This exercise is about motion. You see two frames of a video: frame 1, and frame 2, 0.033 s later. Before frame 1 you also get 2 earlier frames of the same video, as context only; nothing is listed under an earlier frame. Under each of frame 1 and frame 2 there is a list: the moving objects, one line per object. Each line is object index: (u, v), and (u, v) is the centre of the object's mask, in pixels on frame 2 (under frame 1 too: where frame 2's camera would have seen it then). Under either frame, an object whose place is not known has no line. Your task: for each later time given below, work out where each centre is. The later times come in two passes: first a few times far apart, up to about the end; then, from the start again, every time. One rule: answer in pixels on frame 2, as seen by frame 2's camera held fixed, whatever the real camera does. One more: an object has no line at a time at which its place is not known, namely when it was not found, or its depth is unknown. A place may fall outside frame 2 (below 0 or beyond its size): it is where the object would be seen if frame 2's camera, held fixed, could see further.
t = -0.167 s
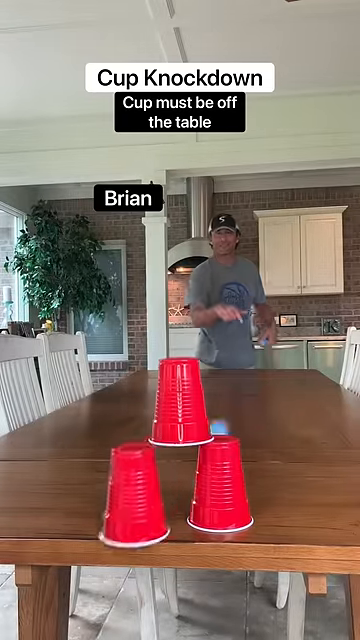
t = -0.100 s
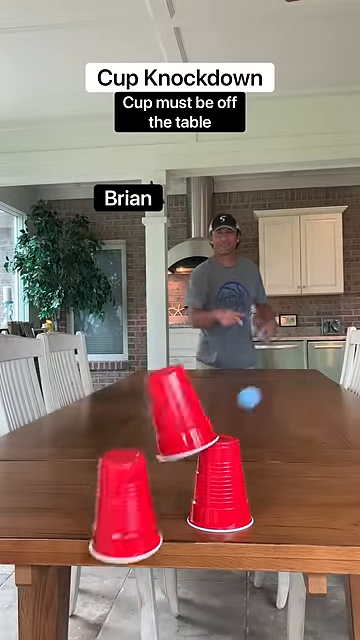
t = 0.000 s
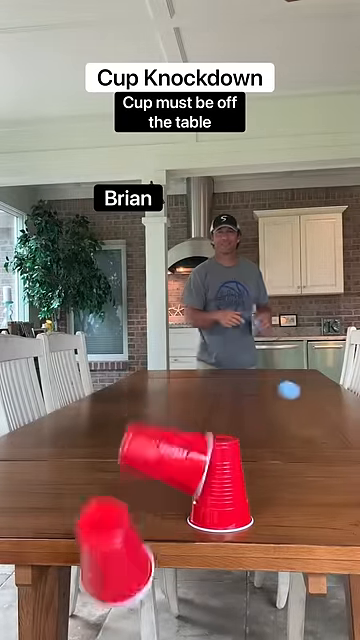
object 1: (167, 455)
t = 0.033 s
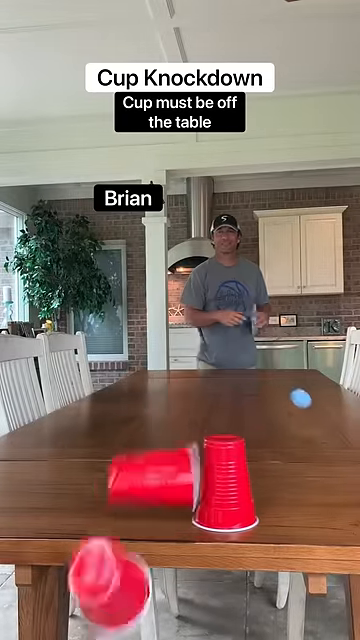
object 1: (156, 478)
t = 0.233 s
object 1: (117, 481)
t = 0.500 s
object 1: (104, 501)
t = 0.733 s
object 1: (99, 506)
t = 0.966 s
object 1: (99, 513)
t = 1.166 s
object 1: (95, 578)
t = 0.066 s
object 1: (144, 494)
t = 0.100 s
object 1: (139, 477)
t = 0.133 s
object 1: (134, 469)
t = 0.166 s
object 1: (128, 467)
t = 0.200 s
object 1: (122, 472)
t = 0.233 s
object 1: (117, 481)
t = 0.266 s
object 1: (113, 478)
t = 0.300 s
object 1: (107, 483)
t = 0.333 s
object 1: (101, 496)
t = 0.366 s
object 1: (102, 495)
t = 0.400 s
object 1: (103, 490)
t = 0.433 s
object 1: (104, 491)
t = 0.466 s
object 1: (106, 498)
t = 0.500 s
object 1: (104, 501)
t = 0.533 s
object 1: (103, 498)
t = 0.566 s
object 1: (103, 499)
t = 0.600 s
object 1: (101, 504)
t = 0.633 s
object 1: (101, 502)
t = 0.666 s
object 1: (100, 504)
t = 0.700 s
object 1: (99, 504)
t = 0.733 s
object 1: (99, 506)
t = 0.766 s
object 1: (100, 506)
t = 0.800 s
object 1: (100, 507)
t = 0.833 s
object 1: (100, 508)
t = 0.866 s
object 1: (99, 509)
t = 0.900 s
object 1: (99, 510)
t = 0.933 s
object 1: (99, 511)
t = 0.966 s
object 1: (99, 513)
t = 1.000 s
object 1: (98, 515)
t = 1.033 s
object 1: (98, 519)
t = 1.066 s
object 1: (96, 525)
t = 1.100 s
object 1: (95, 536)
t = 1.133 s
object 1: (94, 553)
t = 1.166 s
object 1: (95, 578)
